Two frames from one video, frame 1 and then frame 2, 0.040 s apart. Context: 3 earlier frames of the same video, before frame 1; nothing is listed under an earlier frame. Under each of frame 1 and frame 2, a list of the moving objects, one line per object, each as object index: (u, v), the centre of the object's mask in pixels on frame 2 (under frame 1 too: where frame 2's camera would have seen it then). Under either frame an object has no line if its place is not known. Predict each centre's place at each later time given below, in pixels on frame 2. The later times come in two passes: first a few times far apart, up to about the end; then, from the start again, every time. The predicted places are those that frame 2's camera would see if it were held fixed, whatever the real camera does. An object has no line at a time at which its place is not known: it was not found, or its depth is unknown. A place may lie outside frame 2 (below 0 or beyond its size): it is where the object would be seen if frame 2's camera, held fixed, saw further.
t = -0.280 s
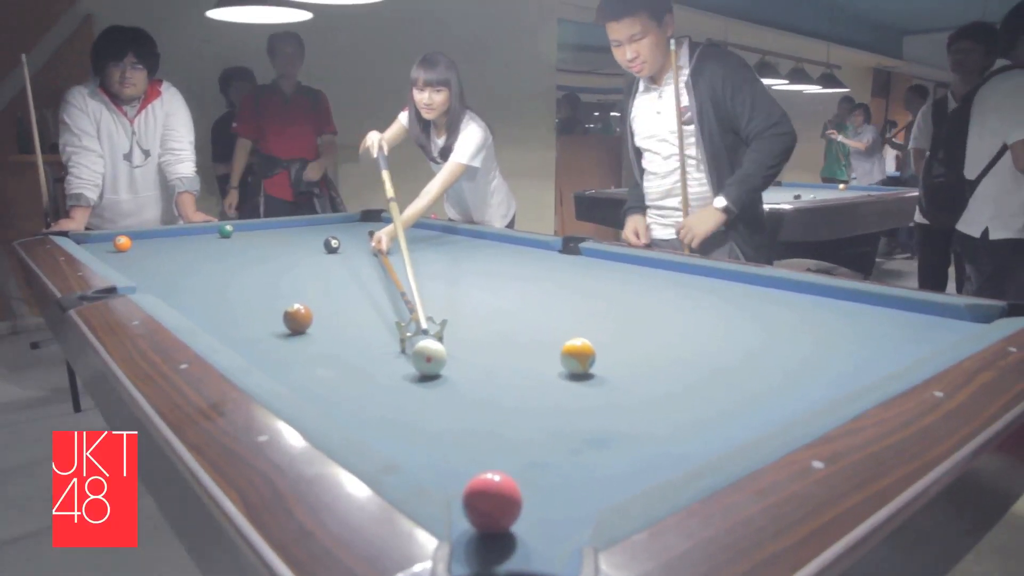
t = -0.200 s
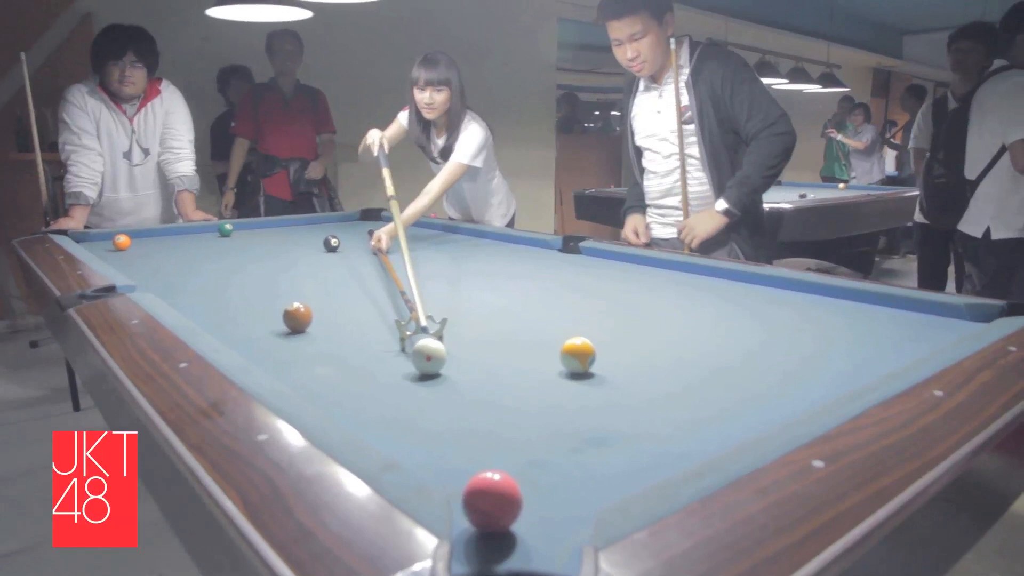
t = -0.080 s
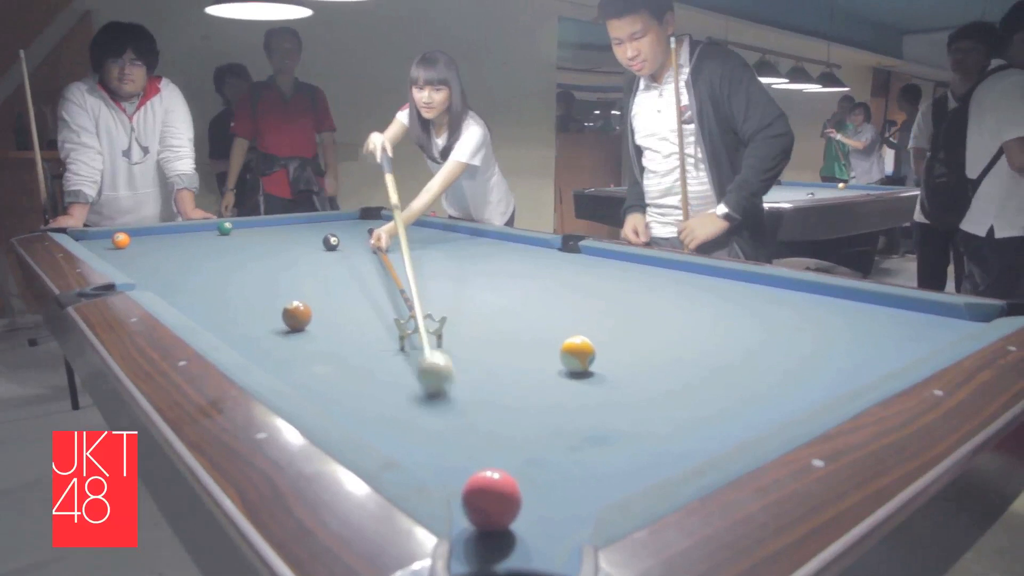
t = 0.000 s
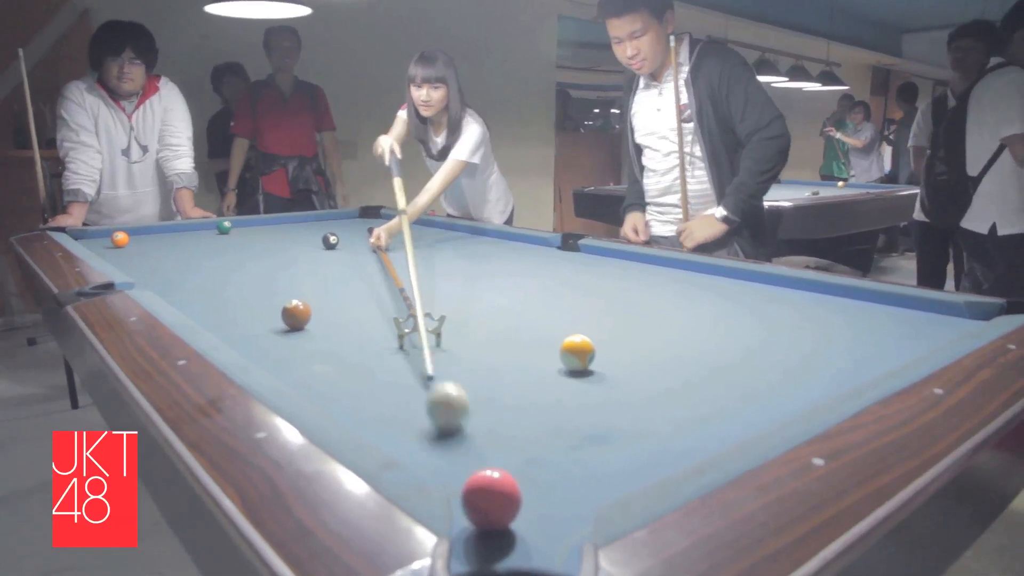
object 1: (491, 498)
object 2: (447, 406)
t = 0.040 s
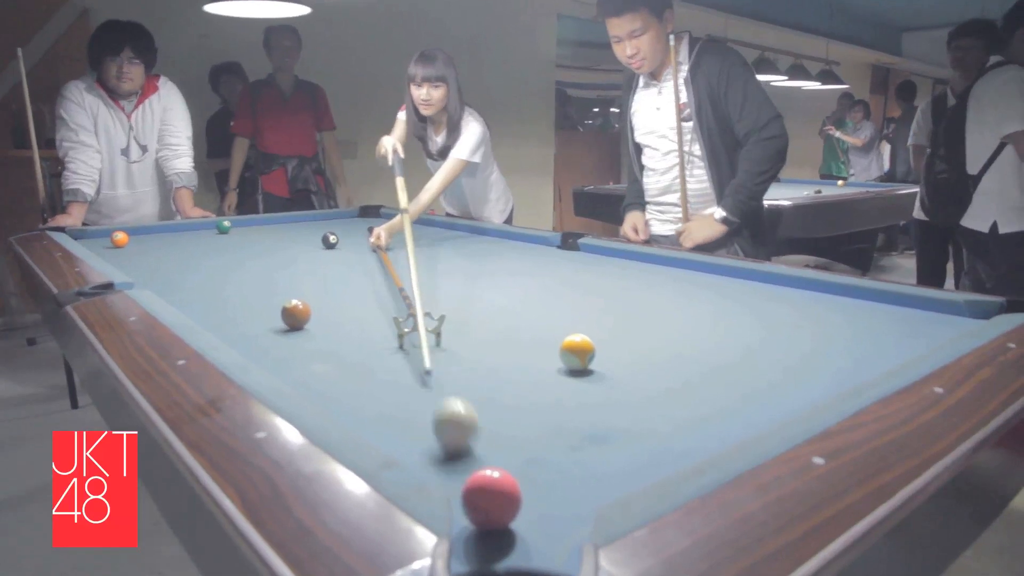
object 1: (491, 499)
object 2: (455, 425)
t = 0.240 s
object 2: (471, 487)
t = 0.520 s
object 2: (528, 513)
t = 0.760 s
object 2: (554, 523)
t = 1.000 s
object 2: (530, 521)
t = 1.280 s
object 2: (512, 519)
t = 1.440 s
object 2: (505, 511)
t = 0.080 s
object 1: (491, 498)
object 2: (464, 447)
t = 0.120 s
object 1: (492, 500)
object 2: (470, 462)
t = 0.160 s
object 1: (508, 530)
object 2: (472, 474)
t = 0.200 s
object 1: (529, 554)
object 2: (470, 480)
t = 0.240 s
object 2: (471, 487)
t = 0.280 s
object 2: (472, 494)
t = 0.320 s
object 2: (478, 498)
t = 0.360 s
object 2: (487, 502)
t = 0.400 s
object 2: (498, 505)
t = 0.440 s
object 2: (508, 508)
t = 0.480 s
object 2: (518, 510)
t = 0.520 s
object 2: (528, 513)
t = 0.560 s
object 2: (538, 516)
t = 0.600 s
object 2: (549, 519)
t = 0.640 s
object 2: (559, 522)
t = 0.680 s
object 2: (562, 523)
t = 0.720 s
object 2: (558, 523)
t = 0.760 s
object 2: (554, 523)
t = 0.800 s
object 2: (549, 523)
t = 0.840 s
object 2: (545, 522)
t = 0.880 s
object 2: (541, 522)
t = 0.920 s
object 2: (537, 522)
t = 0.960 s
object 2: (533, 522)
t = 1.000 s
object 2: (530, 521)
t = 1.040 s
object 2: (527, 521)
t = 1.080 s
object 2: (524, 520)
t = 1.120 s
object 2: (521, 520)
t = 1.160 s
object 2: (518, 521)
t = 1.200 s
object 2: (516, 520)
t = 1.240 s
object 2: (514, 520)
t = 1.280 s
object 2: (512, 519)
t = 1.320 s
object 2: (510, 517)
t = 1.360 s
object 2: (508, 515)
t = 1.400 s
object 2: (506, 513)
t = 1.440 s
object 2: (505, 511)
